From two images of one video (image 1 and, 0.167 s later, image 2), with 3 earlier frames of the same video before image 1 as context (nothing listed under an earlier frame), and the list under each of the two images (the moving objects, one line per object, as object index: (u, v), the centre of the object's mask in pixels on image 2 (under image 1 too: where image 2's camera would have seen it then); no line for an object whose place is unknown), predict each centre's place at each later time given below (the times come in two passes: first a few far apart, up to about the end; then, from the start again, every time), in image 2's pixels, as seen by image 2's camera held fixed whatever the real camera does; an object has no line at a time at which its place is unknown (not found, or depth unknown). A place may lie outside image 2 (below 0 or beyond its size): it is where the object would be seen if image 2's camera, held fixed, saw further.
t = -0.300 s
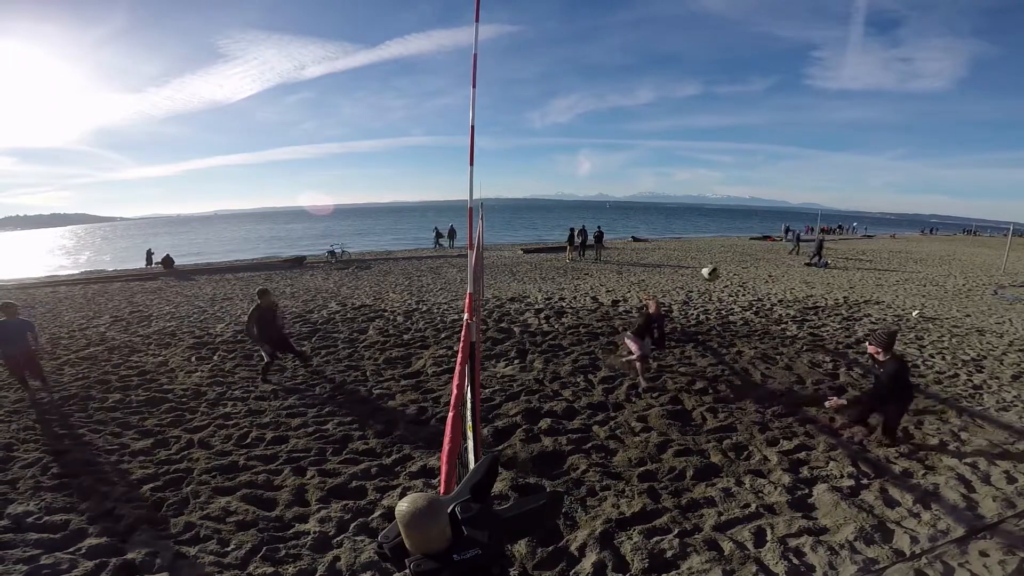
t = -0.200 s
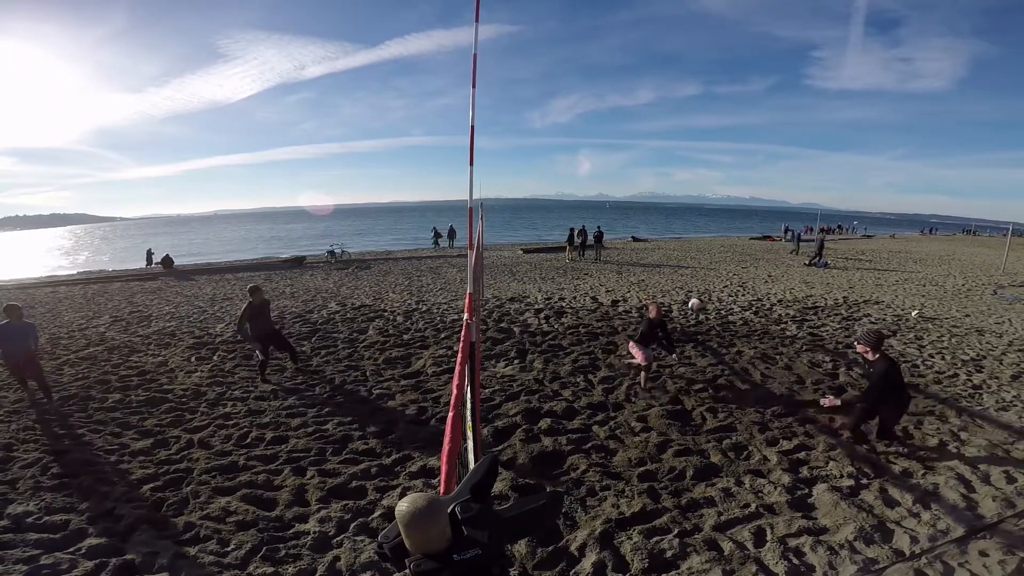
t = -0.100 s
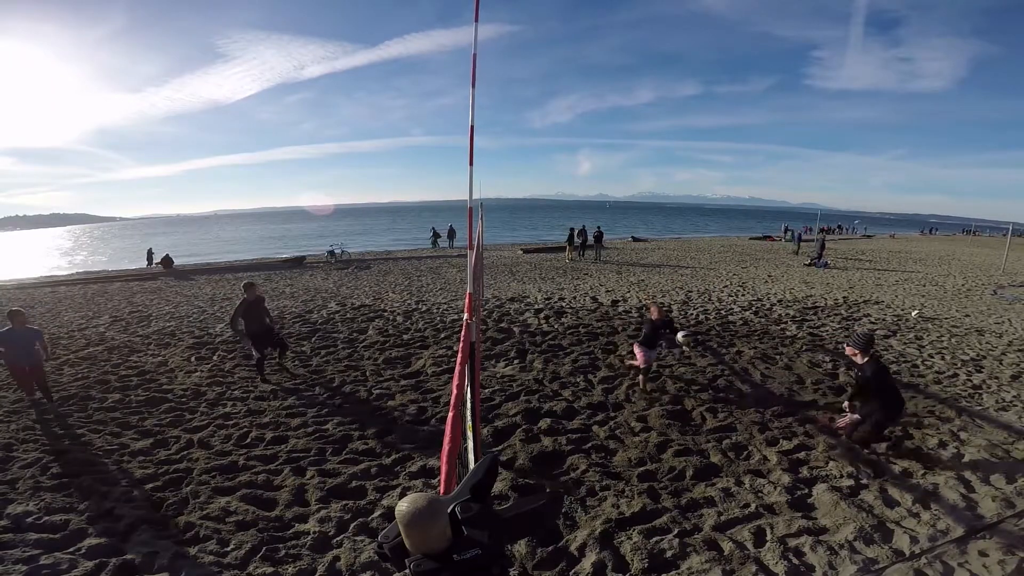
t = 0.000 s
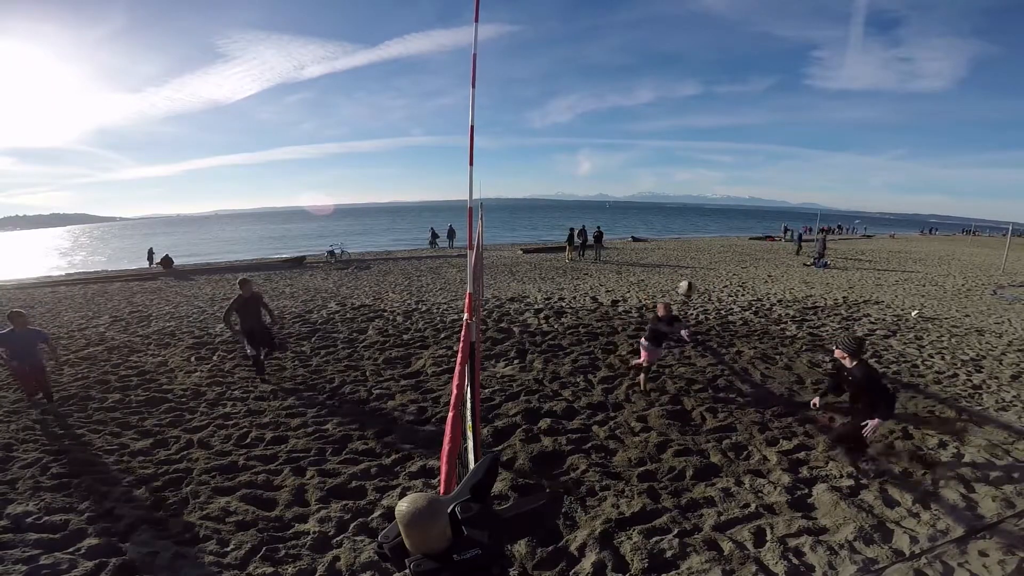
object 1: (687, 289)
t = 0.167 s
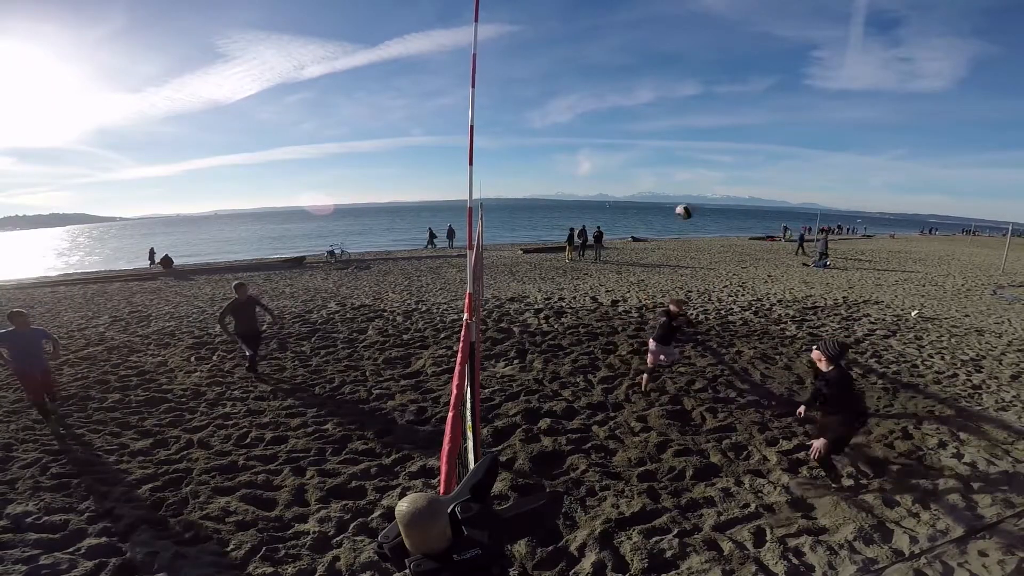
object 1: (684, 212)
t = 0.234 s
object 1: (683, 184)
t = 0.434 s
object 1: (671, 122)
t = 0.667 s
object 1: (652, 85)
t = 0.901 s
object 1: (631, 91)
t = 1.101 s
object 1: (611, 136)
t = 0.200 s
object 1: (684, 197)
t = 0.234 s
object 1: (683, 184)
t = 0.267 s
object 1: (682, 172)
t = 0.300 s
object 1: (680, 160)
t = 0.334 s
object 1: (679, 150)
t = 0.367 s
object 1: (675, 139)
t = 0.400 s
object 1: (674, 131)
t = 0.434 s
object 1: (671, 122)
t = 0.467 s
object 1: (669, 114)
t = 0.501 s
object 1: (666, 108)
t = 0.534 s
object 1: (663, 102)
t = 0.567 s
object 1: (660, 96)
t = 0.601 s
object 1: (658, 92)
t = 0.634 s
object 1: (655, 88)
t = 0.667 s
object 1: (652, 85)
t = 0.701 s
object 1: (649, 84)
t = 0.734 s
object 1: (647, 82)
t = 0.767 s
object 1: (644, 82)
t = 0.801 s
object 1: (641, 83)
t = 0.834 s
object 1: (637, 84)
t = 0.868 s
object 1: (634, 87)
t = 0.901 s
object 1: (631, 91)
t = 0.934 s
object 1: (628, 95)
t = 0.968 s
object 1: (625, 101)
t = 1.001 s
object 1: (622, 107)
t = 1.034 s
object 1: (618, 116)
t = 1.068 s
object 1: (615, 125)
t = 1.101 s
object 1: (611, 136)
